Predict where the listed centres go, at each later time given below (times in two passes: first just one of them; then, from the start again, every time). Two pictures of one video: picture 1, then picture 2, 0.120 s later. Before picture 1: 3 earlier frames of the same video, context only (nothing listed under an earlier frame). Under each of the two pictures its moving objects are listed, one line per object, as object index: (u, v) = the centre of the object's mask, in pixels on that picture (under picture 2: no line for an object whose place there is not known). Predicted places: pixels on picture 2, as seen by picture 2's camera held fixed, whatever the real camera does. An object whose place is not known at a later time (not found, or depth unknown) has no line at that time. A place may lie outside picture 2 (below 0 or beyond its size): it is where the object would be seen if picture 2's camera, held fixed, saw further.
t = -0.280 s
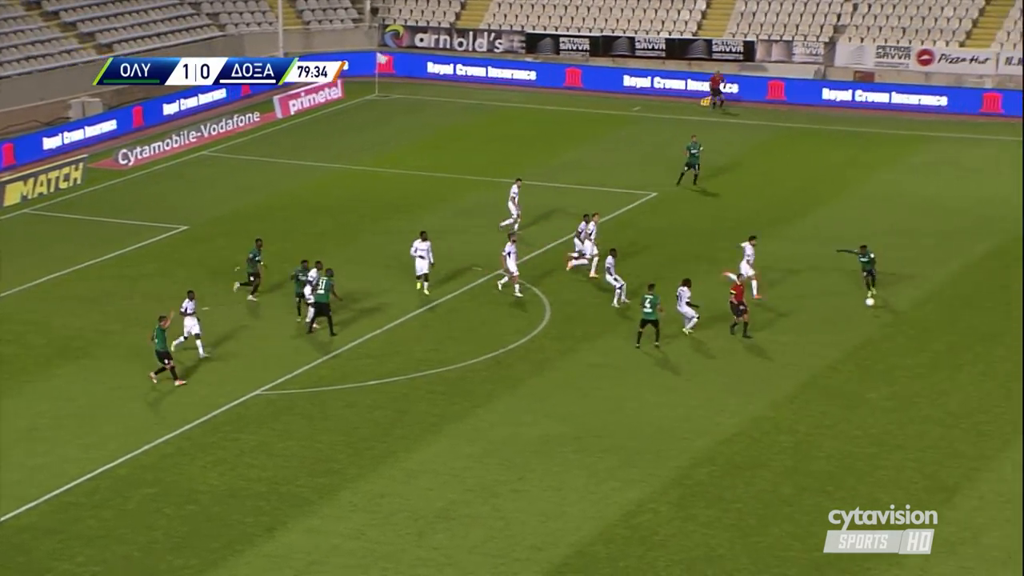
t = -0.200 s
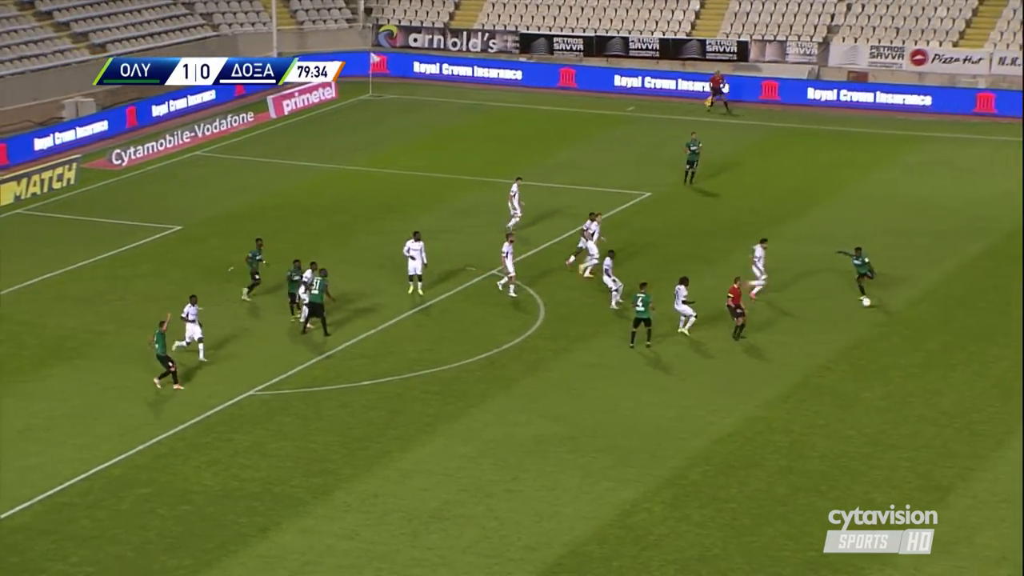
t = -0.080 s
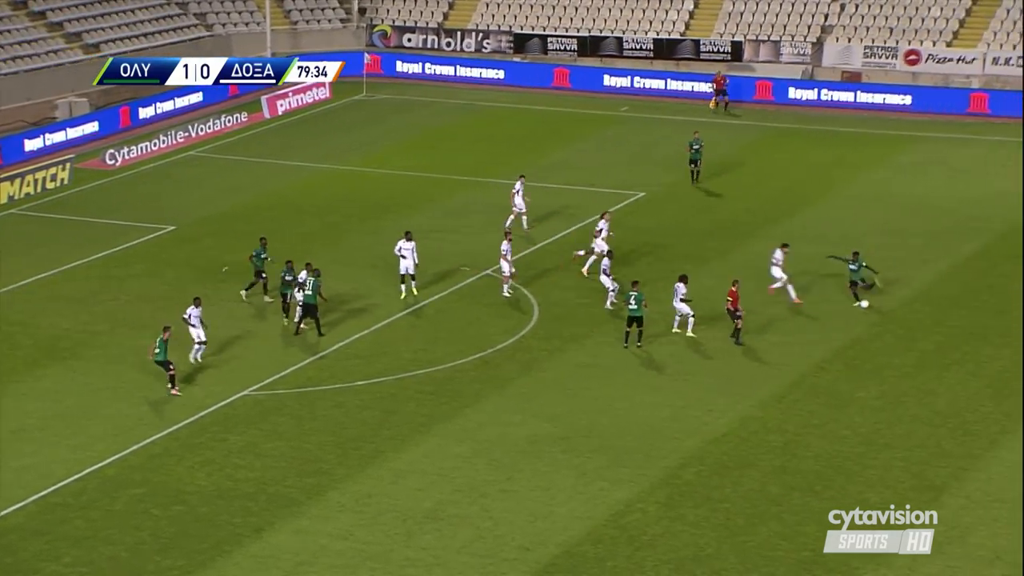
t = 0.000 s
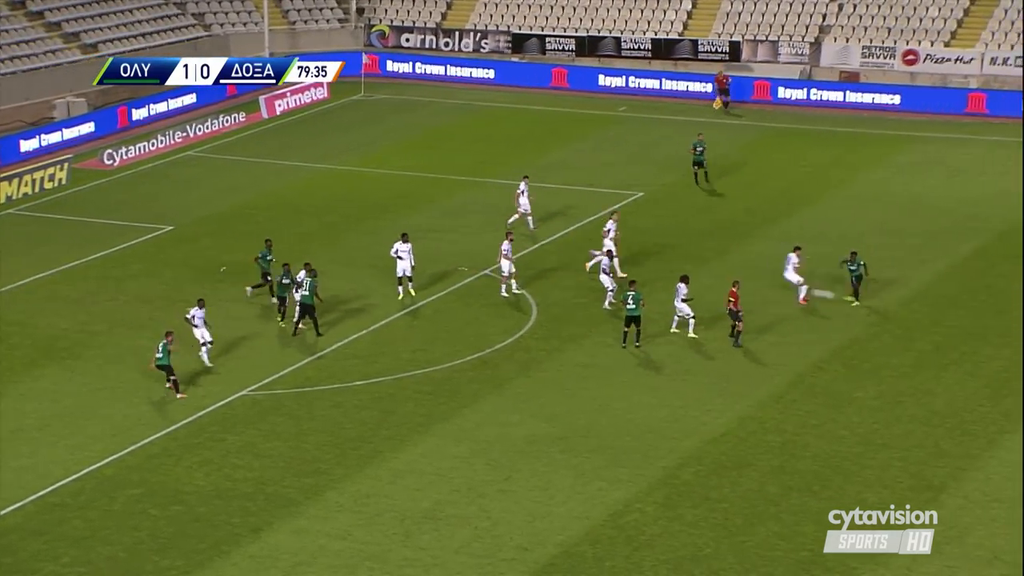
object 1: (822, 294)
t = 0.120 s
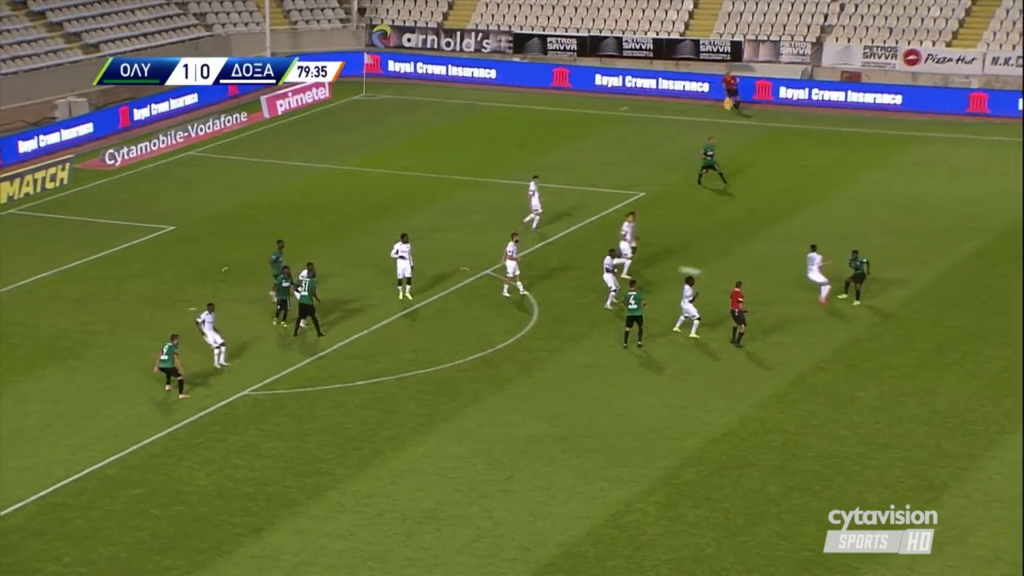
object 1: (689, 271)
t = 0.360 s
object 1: (443, 232)
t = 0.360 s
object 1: (443, 232)
